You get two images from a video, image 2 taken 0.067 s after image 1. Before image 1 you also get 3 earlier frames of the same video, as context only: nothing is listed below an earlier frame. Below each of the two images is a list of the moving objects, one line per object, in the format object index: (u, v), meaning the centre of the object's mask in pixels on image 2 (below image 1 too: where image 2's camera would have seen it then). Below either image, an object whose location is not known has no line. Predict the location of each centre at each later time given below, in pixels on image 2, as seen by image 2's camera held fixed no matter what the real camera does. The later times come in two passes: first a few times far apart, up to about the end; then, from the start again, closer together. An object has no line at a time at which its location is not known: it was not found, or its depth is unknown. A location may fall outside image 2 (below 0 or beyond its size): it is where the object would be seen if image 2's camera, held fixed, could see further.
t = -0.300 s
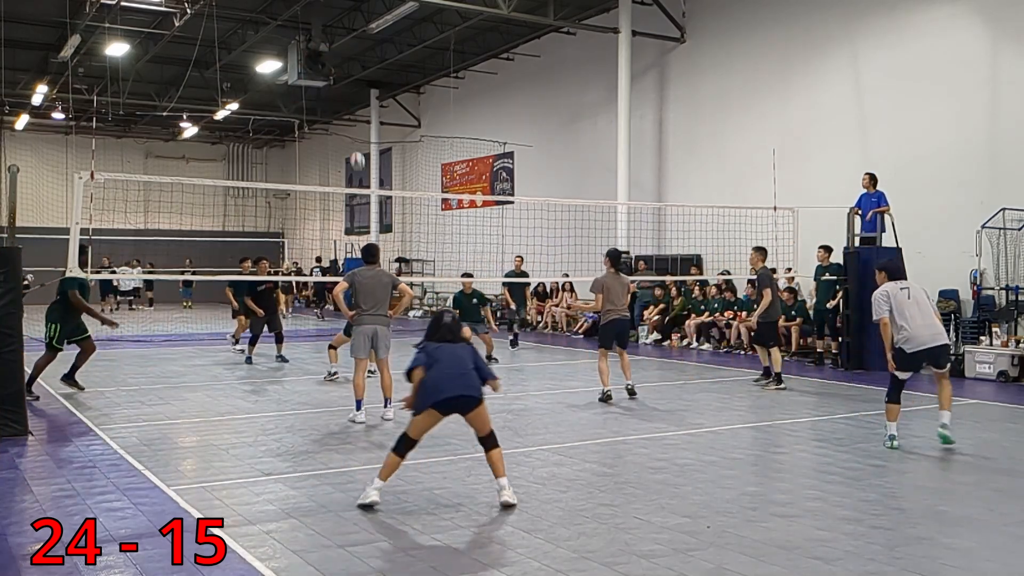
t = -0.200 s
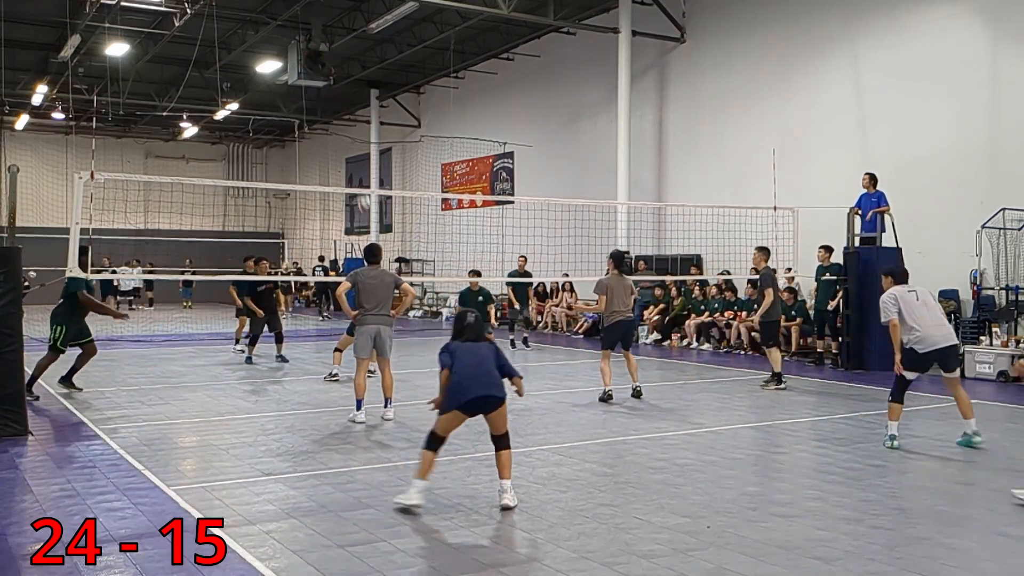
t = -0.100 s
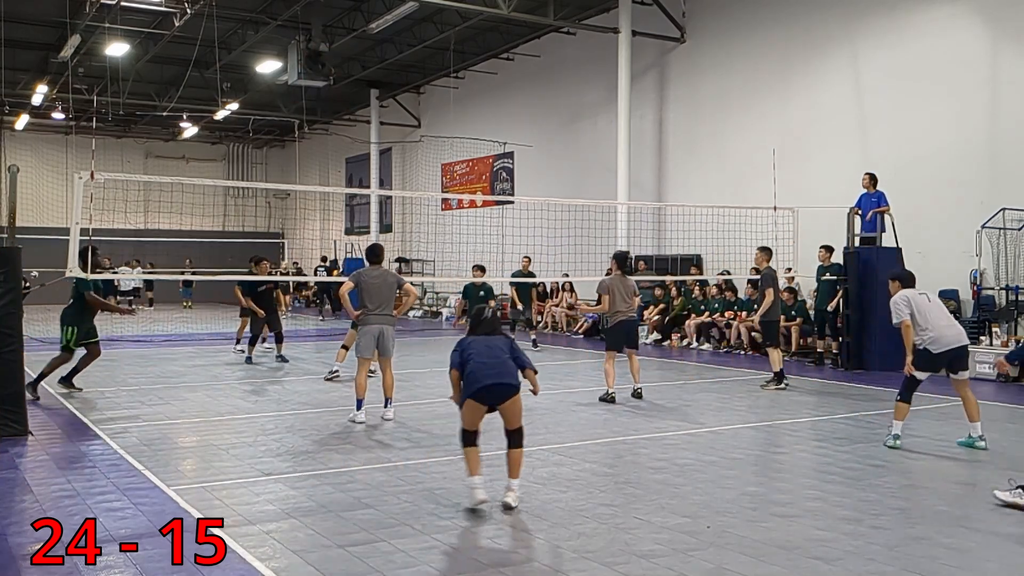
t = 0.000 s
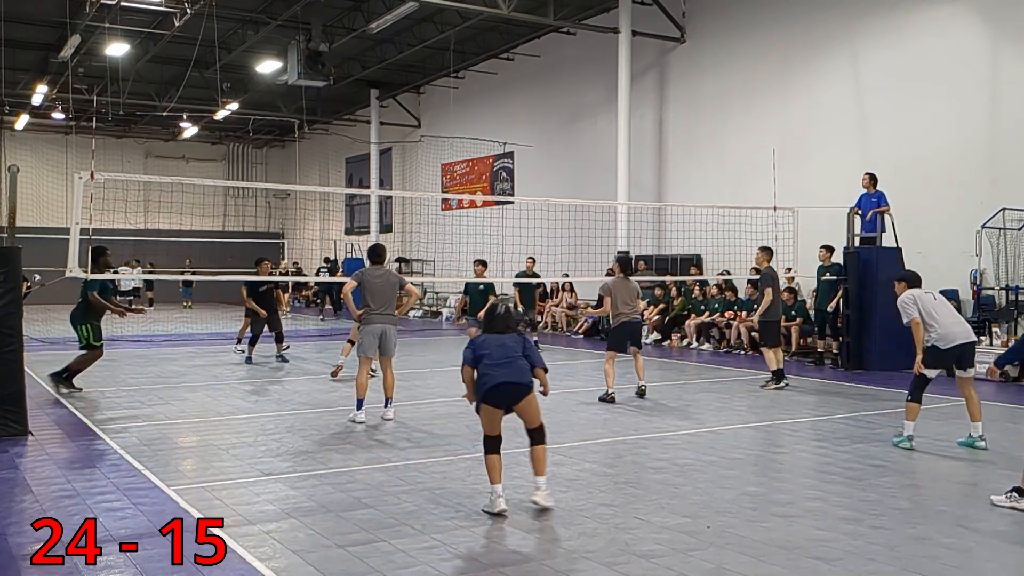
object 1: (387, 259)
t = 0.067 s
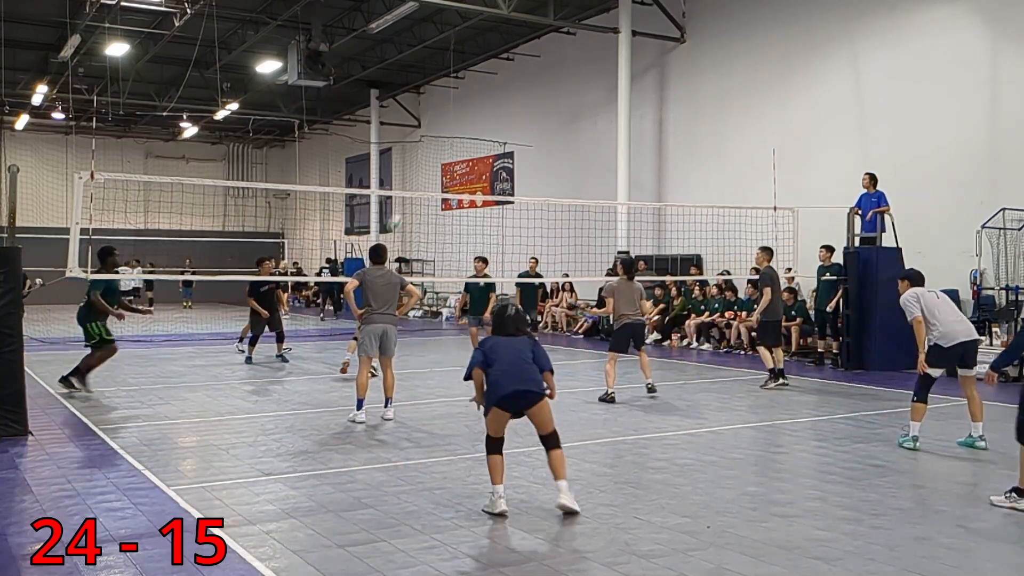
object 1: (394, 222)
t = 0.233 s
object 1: (424, 147)
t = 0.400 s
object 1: (451, 97)
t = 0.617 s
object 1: (484, 60)
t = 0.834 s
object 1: (515, 57)
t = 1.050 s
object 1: (543, 81)
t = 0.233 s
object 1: (424, 147)
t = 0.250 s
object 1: (427, 141)
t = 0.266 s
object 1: (429, 135)
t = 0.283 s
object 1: (432, 130)
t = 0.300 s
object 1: (435, 125)
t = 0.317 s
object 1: (438, 120)
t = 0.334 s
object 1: (440, 115)
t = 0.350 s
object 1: (443, 110)
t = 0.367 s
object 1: (446, 105)
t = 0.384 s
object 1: (448, 101)
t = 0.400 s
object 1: (451, 97)
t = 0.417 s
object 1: (454, 93)
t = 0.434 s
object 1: (456, 89)
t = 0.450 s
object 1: (459, 86)
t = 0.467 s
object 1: (461, 82)
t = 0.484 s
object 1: (464, 79)
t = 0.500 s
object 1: (466, 76)
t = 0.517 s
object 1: (469, 73)
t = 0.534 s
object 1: (472, 70)
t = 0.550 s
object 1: (474, 68)
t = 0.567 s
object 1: (477, 66)
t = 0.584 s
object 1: (479, 64)
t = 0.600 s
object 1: (482, 62)
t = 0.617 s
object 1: (484, 60)
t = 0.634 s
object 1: (486, 59)
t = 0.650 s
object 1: (489, 58)
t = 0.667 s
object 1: (492, 57)
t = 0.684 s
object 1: (494, 56)
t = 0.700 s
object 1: (496, 55)
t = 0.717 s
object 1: (498, 55)
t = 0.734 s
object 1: (501, 55)
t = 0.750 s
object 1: (503, 55)
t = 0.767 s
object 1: (506, 55)
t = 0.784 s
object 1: (508, 55)
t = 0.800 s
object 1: (511, 55)
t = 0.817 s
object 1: (513, 56)
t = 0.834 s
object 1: (515, 57)
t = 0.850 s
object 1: (517, 57)
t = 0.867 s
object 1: (519, 58)
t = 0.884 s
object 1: (521, 60)
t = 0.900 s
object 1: (524, 61)
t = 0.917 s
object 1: (526, 62)
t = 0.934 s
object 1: (529, 64)
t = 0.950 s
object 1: (531, 66)
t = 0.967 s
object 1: (532, 68)
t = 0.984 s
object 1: (535, 70)
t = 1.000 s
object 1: (537, 73)
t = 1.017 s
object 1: (539, 75)
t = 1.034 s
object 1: (541, 78)
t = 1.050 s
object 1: (543, 81)
